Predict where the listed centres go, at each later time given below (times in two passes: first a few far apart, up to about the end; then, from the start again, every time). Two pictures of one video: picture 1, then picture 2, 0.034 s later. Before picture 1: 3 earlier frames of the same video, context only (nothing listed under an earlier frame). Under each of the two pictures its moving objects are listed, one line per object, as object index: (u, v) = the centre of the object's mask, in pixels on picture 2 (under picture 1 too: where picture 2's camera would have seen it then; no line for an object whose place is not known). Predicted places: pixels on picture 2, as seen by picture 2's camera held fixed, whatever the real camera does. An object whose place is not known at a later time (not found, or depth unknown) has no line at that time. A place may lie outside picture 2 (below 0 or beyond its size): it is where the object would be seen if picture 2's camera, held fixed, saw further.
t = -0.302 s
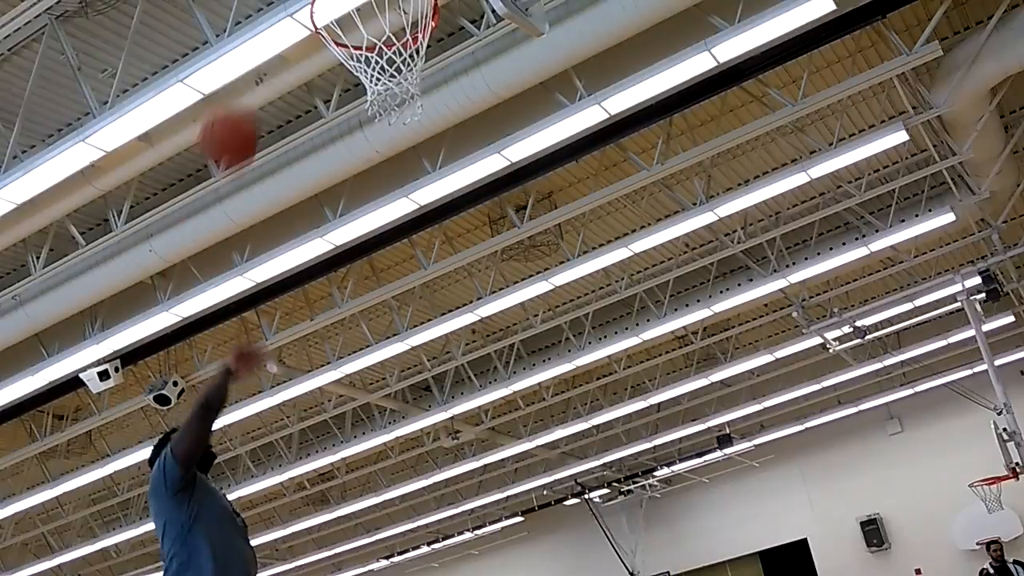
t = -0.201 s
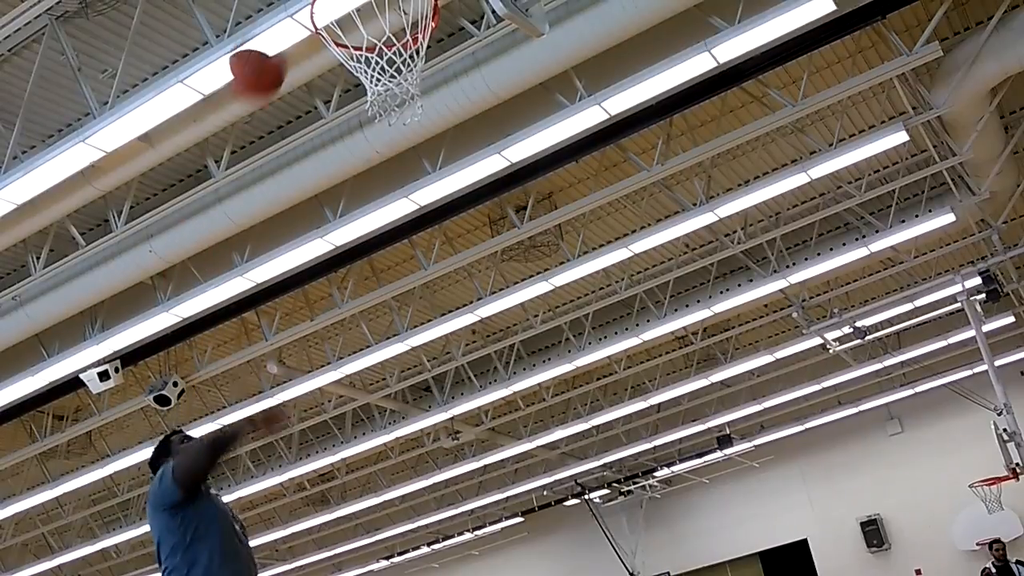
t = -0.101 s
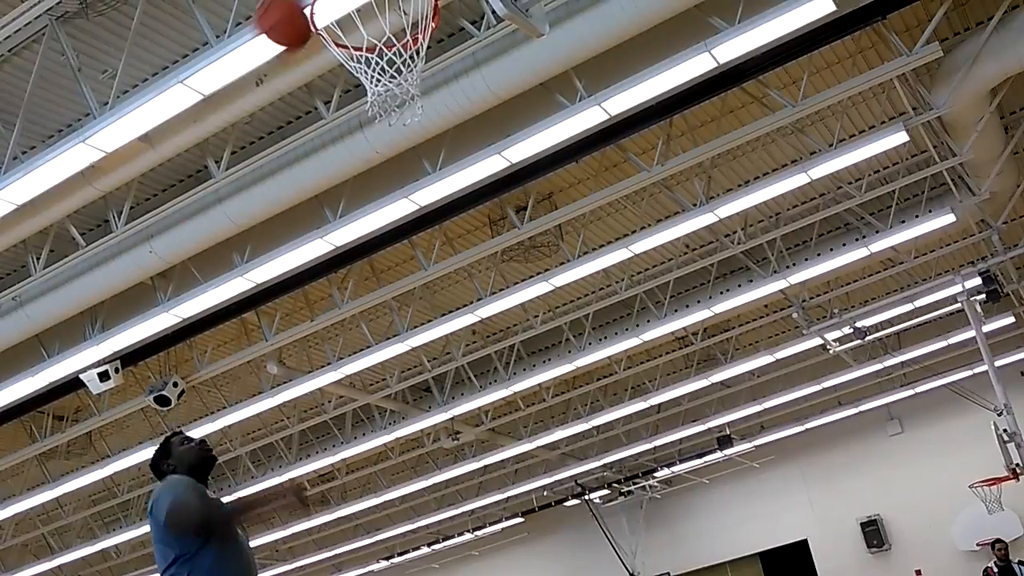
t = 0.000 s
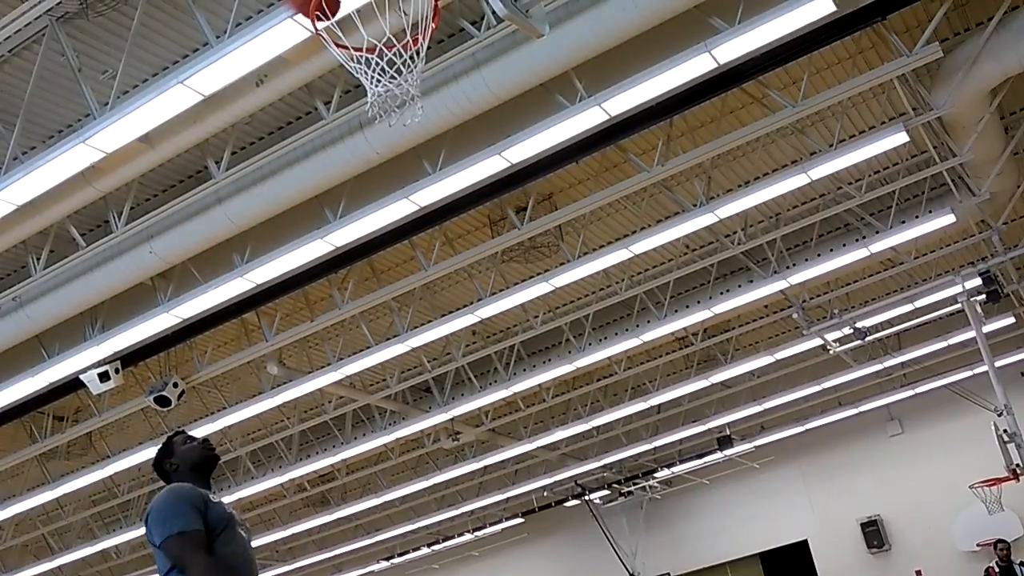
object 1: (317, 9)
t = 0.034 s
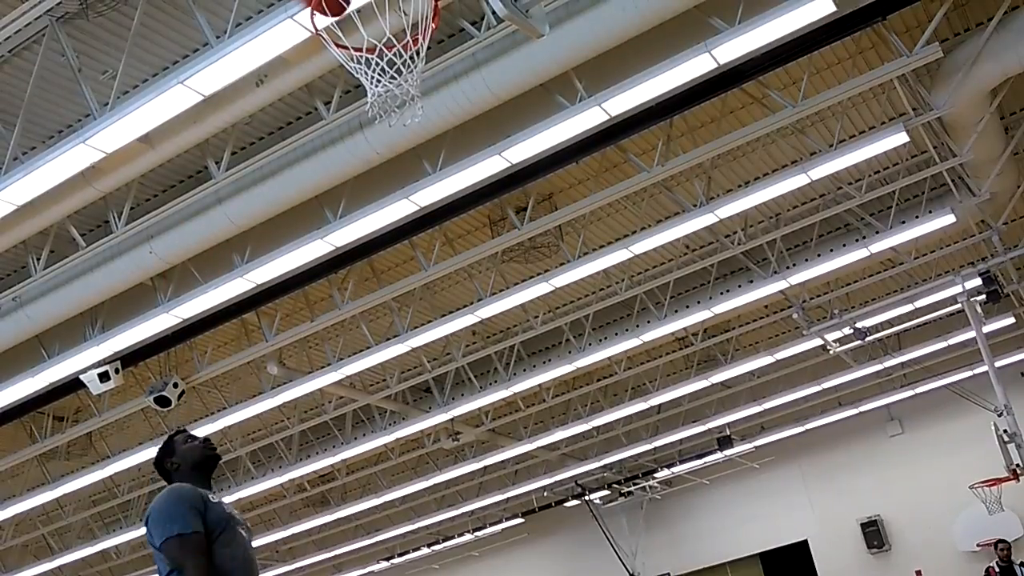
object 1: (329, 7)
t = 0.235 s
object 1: (385, 20)
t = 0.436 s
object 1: (365, 107)
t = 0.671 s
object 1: (363, 151)
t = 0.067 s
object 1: (342, 6)
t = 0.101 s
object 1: (353, 5)
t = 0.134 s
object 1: (367, 7)
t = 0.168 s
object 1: (378, 8)
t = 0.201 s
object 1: (387, 11)
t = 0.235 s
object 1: (385, 20)
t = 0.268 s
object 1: (379, 39)
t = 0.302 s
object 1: (380, 60)
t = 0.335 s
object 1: (388, 96)
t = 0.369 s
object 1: (369, 95)
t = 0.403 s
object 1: (372, 107)
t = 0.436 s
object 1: (365, 107)
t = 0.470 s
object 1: (363, 108)
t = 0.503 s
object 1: (361, 111)
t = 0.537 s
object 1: (360, 116)
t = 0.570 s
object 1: (359, 122)
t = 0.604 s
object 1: (361, 128)
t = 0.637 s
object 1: (362, 137)
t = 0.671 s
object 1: (363, 151)
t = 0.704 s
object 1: (366, 170)
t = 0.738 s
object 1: (368, 186)
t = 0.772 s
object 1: (374, 211)
